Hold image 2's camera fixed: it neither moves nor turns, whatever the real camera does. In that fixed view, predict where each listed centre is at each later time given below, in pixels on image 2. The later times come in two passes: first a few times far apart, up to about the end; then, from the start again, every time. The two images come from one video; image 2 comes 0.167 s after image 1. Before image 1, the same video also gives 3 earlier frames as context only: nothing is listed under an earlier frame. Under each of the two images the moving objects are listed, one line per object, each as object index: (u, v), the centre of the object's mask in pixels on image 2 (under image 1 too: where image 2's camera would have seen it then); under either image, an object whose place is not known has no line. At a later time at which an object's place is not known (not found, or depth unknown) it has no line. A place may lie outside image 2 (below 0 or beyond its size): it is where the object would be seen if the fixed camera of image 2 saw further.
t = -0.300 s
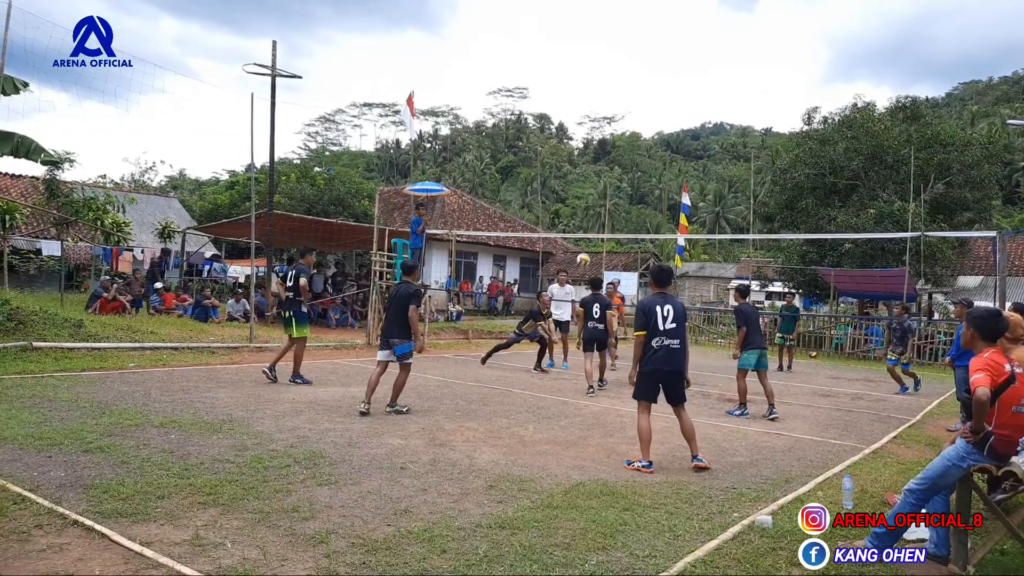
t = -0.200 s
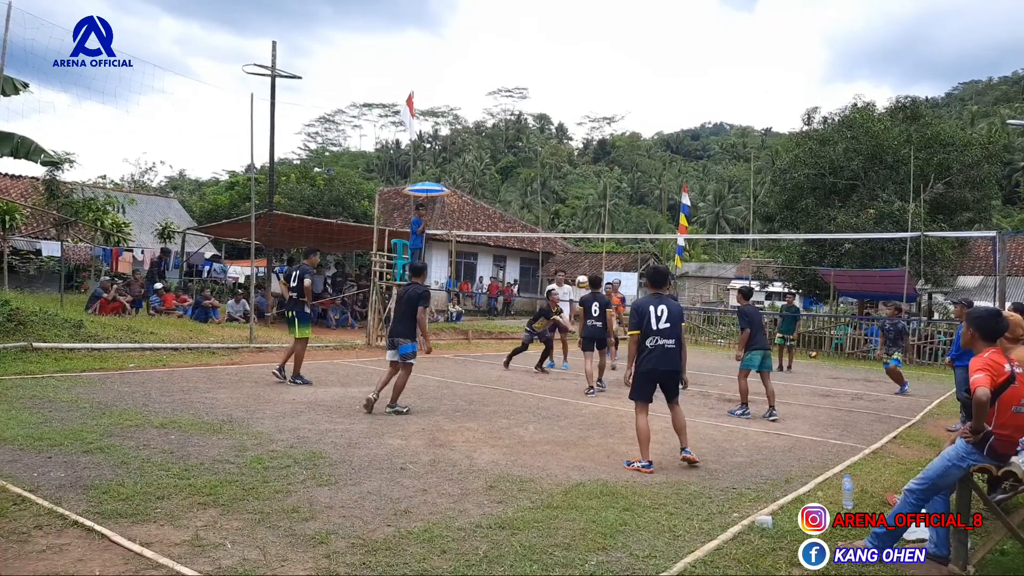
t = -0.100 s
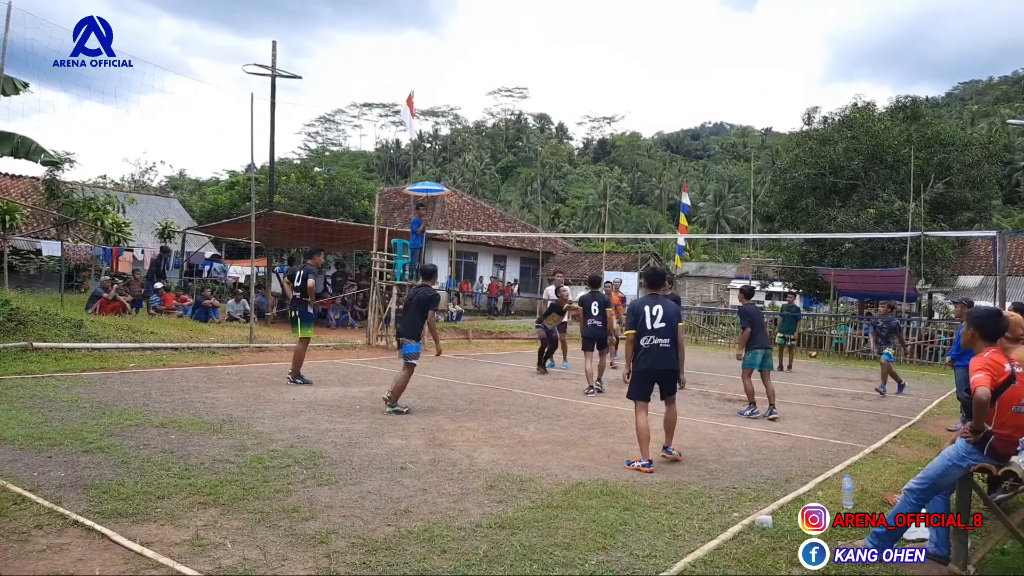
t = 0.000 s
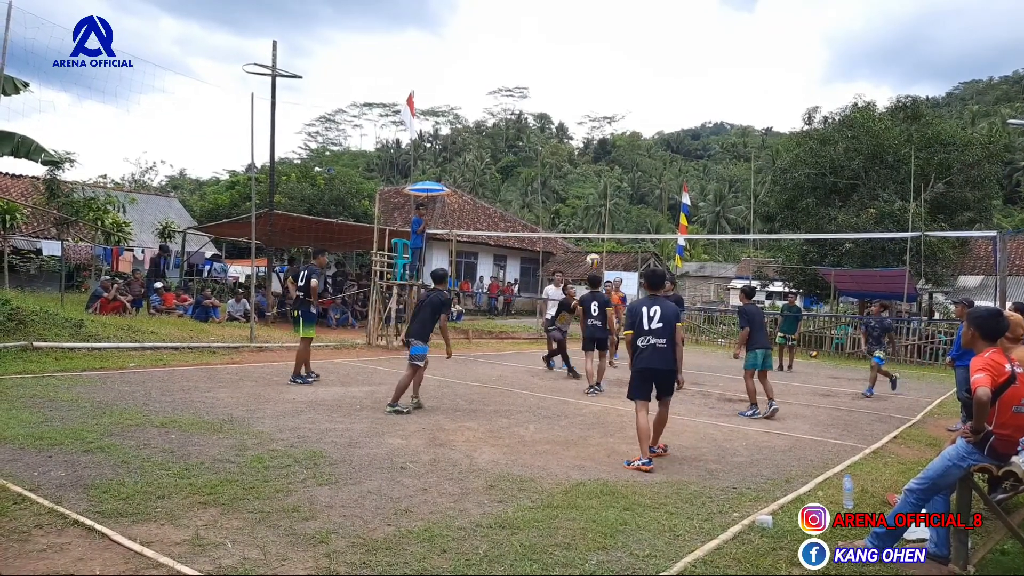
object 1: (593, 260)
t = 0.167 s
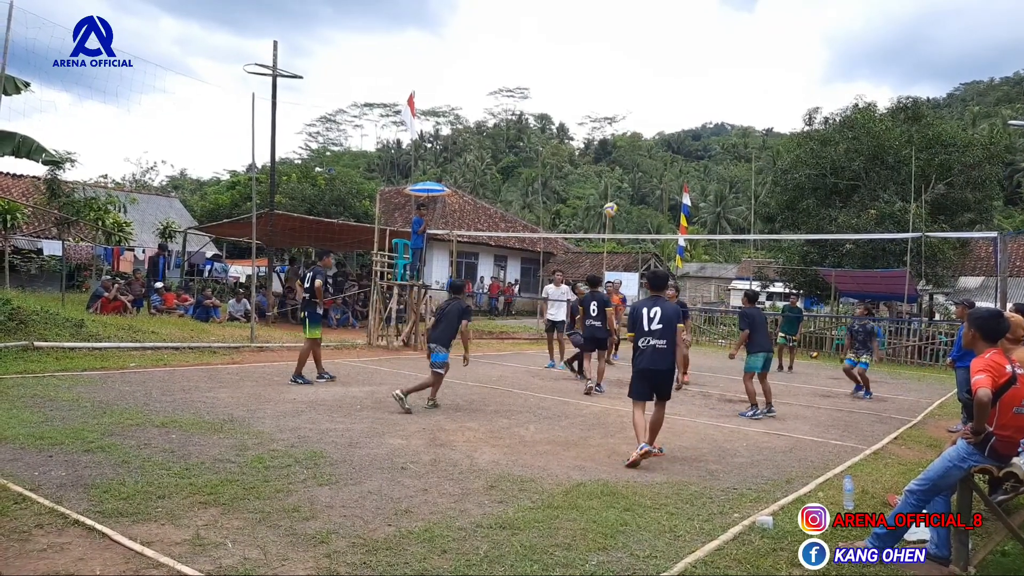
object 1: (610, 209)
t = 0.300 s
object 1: (624, 179)
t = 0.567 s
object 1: (649, 152)
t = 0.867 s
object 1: (677, 177)
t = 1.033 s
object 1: (691, 219)
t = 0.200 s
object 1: (613, 201)
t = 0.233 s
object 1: (617, 192)
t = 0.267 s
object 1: (620, 185)
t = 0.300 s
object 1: (624, 179)
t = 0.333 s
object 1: (627, 173)
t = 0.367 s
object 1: (630, 168)
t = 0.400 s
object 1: (633, 164)
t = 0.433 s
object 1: (636, 160)
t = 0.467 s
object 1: (639, 157)
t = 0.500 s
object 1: (642, 155)
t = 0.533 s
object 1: (646, 153)
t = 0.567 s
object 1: (649, 152)
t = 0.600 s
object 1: (652, 151)
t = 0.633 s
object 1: (655, 152)
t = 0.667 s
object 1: (658, 152)
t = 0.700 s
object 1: (662, 155)
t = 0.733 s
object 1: (664, 157)
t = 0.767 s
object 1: (667, 162)
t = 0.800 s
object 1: (671, 166)
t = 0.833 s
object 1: (673, 172)
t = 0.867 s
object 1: (677, 177)
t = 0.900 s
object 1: (679, 184)
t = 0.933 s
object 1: (682, 191)
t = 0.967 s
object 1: (685, 200)
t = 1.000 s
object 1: (688, 209)
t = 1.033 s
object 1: (691, 219)
